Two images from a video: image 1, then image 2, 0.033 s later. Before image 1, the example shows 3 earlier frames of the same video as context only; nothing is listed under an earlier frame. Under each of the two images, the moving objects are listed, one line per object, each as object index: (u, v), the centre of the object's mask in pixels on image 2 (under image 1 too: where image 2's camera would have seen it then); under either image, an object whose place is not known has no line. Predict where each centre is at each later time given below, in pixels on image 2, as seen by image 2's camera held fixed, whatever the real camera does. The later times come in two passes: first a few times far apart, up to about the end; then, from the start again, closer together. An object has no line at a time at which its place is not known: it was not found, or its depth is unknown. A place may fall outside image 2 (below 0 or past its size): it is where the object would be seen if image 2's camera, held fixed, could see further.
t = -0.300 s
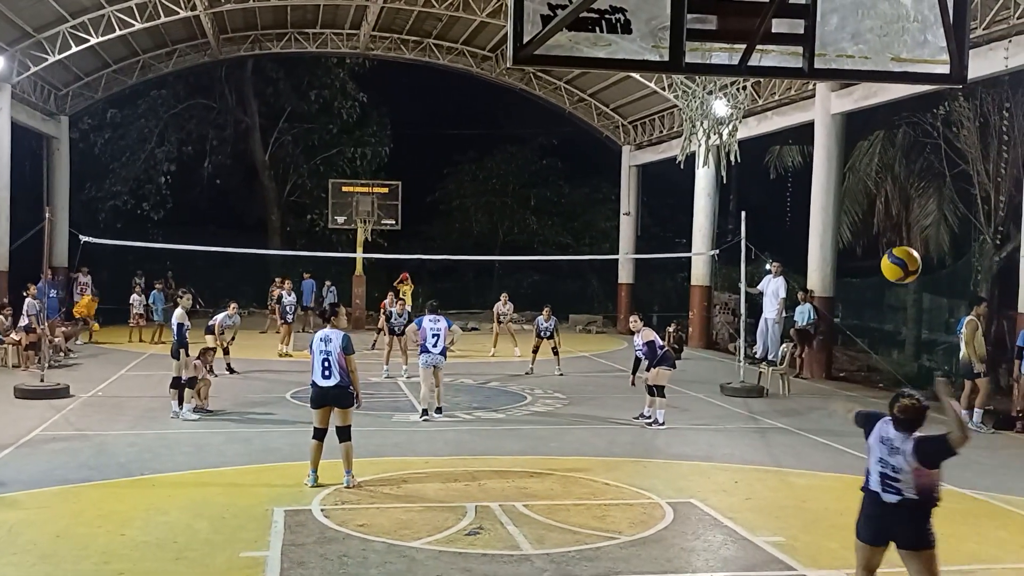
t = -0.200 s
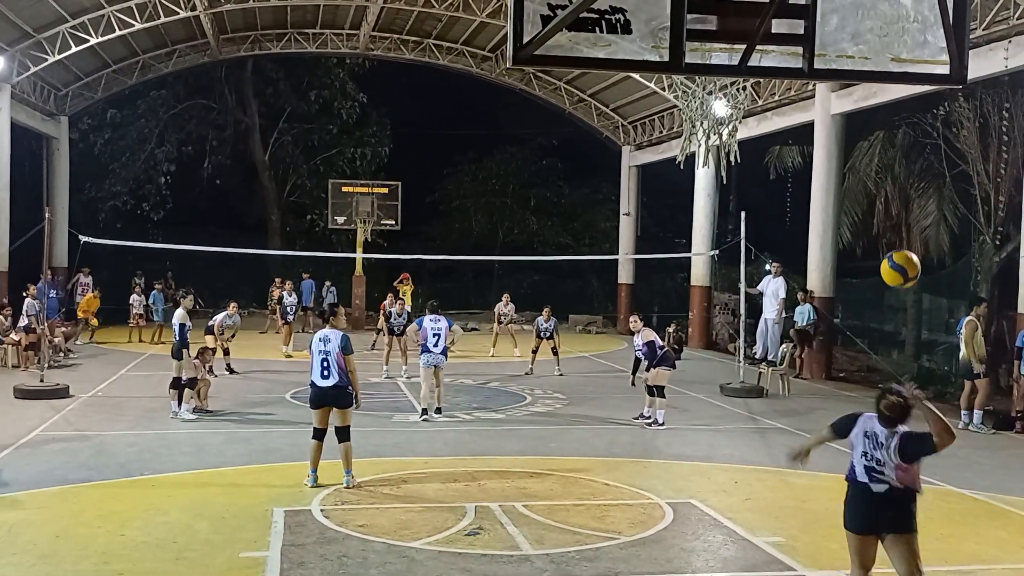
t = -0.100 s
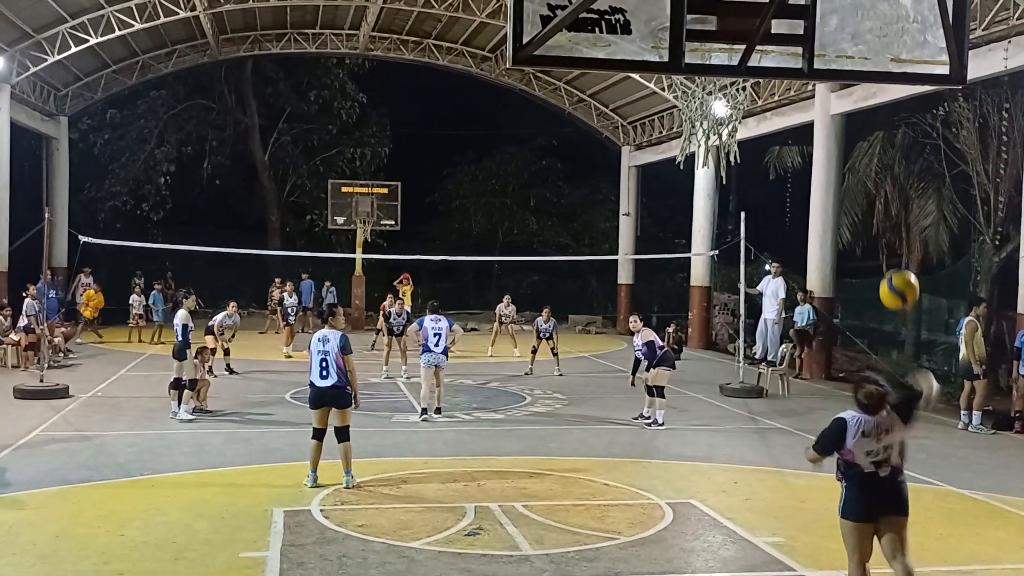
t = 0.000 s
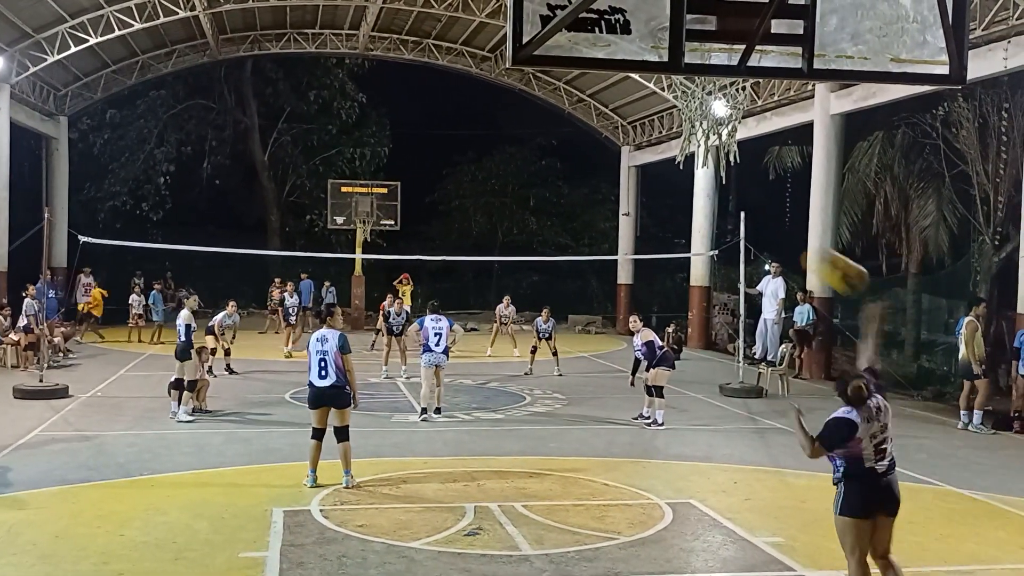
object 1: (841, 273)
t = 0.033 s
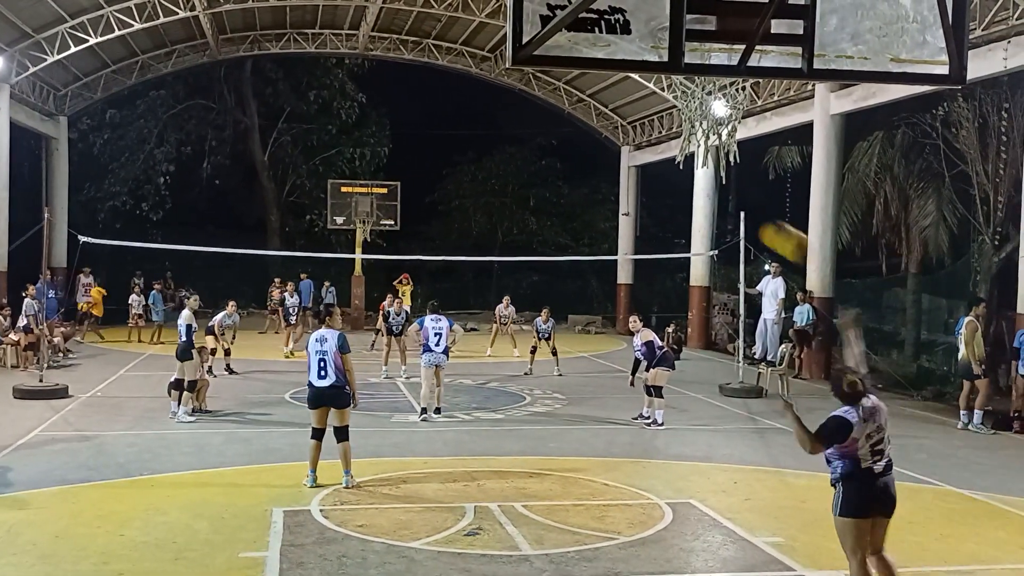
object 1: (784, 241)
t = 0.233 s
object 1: (610, 151)
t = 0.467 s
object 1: (506, 132)
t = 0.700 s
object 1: (448, 154)
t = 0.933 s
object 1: (407, 192)
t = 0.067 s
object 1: (749, 219)
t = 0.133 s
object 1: (679, 182)
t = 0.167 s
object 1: (659, 172)
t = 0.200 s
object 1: (633, 160)
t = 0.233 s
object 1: (610, 151)
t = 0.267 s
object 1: (594, 145)
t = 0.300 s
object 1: (576, 140)
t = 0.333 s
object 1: (559, 137)
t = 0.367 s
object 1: (544, 135)
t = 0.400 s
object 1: (530, 133)
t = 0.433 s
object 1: (517, 132)
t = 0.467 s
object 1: (506, 132)
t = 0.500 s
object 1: (495, 133)
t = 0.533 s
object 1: (486, 135)
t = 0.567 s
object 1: (477, 138)
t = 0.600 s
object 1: (469, 141)
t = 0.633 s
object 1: (462, 144)
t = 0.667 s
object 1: (455, 149)
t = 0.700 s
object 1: (448, 154)
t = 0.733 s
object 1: (442, 159)
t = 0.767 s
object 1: (436, 163)
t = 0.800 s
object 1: (430, 169)
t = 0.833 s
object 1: (424, 174)
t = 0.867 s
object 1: (418, 180)
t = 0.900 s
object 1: (413, 185)
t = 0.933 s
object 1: (407, 192)
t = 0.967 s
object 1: (402, 198)
